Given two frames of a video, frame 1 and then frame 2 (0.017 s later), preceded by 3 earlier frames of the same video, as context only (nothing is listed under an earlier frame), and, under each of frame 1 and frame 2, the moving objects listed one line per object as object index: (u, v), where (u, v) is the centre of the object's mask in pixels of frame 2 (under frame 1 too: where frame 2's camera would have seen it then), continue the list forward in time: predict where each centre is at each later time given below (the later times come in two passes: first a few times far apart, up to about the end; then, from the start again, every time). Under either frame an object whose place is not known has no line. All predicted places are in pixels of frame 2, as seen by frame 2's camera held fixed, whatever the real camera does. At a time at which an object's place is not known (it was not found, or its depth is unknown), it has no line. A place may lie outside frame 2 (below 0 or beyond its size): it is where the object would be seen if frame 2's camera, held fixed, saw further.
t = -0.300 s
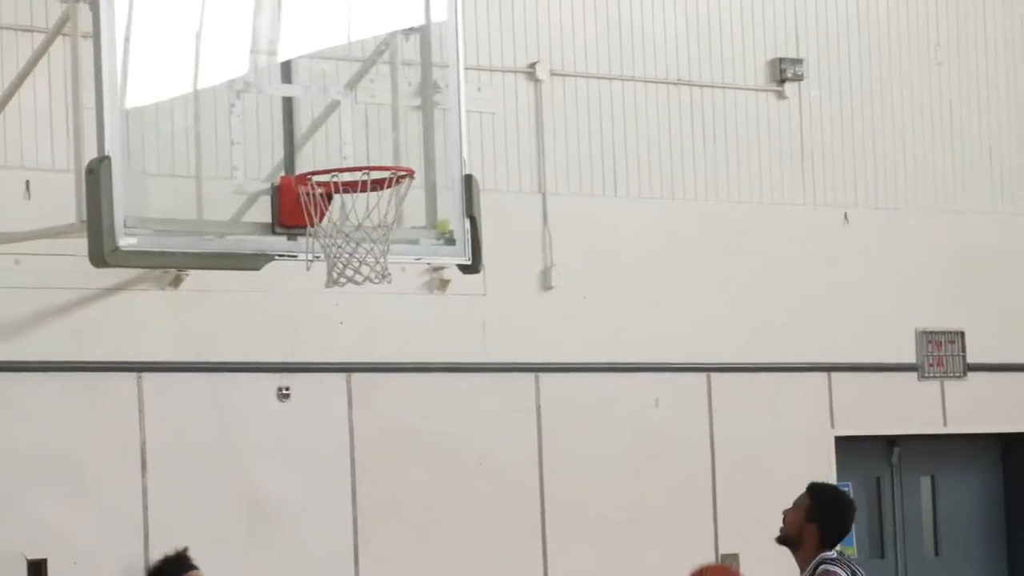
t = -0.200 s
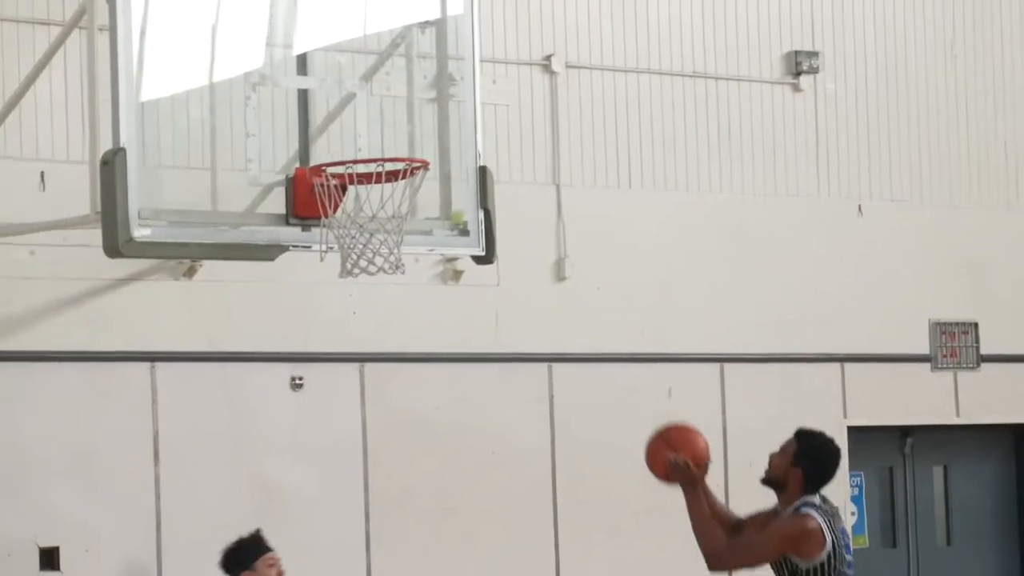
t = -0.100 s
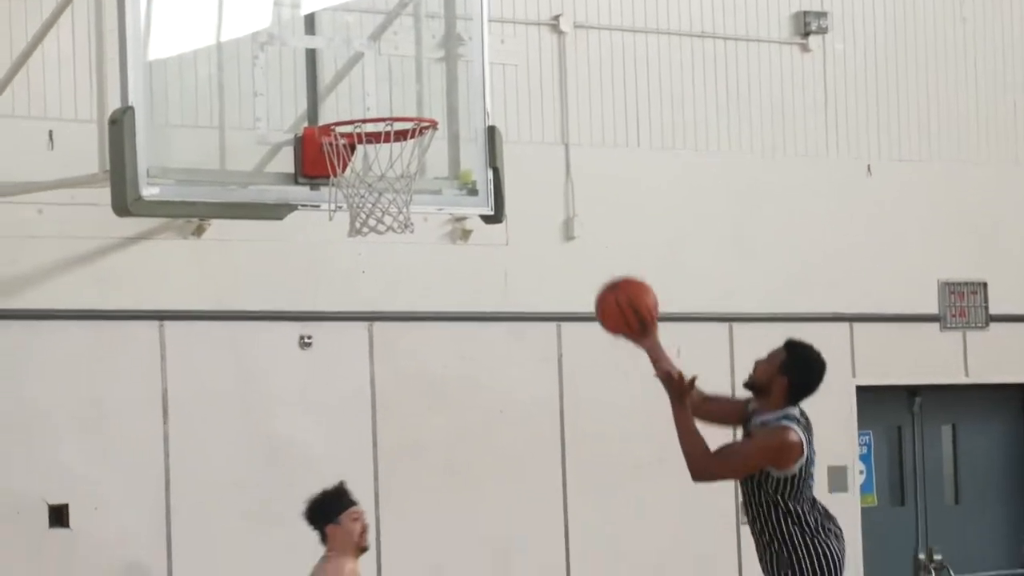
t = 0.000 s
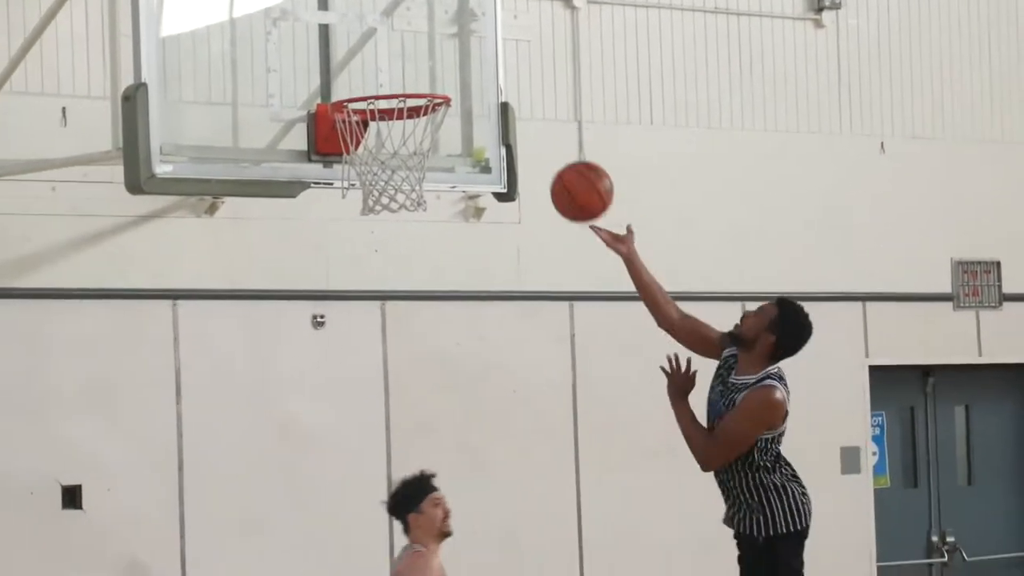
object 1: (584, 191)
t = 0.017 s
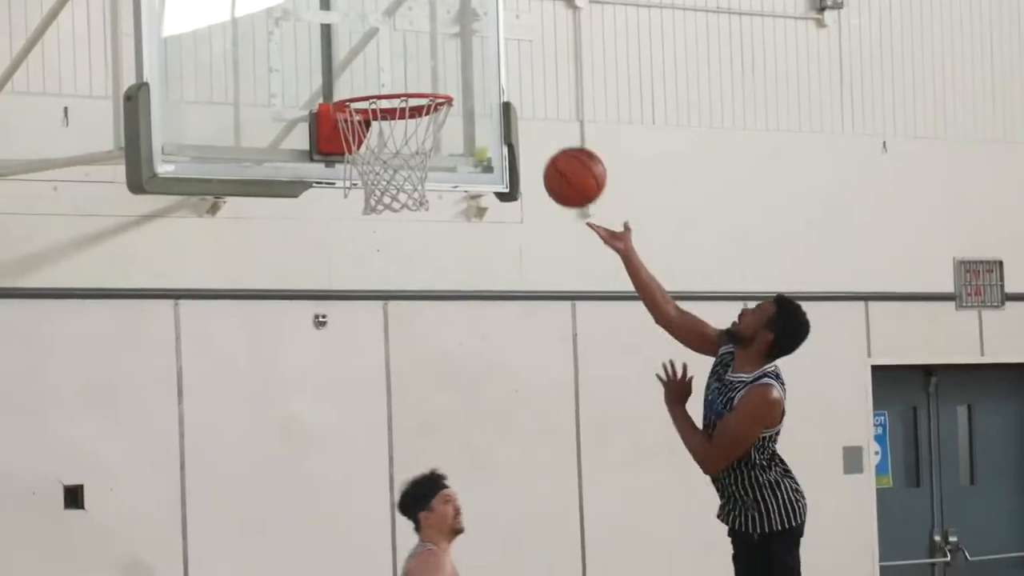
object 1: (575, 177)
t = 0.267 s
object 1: (441, 55)
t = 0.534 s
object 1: (323, 64)
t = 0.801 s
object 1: (354, 53)
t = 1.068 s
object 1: (411, 76)
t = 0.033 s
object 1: (565, 164)
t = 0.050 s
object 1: (556, 152)
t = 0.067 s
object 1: (547, 140)
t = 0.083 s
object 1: (538, 128)
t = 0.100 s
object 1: (529, 119)
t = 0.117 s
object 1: (520, 110)
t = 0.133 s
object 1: (511, 101)
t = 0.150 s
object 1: (502, 93)
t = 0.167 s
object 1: (493, 86)
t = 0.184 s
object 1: (484, 79)
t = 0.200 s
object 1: (476, 73)
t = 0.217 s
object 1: (467, 67)
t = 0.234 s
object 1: (458, 62)
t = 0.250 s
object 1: (450, 58)
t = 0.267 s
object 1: (441, 55)
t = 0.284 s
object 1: (433, 52)
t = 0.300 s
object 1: (424, 50)
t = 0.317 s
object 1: (416, 49)
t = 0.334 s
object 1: (407, 49)
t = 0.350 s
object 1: (399, 49)
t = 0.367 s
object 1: (391, 50)
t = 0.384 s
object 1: (383, 51)
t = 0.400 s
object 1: (375, 53)
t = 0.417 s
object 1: (367, 56)
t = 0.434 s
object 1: (359, 60)
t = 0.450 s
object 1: (351, 64)
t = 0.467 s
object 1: (343, 70)
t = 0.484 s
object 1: (336, 74)
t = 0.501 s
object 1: (331, 71)
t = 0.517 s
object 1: (327, 67)
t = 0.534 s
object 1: (323, 64)
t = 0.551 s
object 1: (319, 61)
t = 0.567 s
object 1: (315, 59)
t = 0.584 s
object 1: (311, 58)
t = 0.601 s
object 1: (310, 55)
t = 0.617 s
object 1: (314, 51)
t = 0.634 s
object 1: (317, 48)
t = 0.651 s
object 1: (320, 45)
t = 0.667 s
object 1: (324, 44)
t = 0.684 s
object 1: (328, 43)
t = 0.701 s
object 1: (331, 42)
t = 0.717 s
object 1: (335, 42)
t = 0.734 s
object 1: (338, 43)
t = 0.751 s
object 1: (342, 45)
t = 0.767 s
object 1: (346, 47)
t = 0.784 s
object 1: (350, 50)
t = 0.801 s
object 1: (354, 53)
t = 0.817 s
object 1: (358, 57)
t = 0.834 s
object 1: (361, 62)
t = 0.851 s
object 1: (365, 67)
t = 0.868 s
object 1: (369, 73)
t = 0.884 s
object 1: (372, 70)
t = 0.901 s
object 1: (375, 68)
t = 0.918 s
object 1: (379, 67)
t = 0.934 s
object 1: (382, 66)
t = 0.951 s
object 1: (386, 66)
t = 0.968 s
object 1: (389, 66)
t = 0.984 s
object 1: (393, 67)
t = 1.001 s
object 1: (396, 68)
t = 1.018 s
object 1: (400, 69)
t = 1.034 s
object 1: (403, 71)
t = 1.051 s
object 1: (407, 74)
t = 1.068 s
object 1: (411, 76)
